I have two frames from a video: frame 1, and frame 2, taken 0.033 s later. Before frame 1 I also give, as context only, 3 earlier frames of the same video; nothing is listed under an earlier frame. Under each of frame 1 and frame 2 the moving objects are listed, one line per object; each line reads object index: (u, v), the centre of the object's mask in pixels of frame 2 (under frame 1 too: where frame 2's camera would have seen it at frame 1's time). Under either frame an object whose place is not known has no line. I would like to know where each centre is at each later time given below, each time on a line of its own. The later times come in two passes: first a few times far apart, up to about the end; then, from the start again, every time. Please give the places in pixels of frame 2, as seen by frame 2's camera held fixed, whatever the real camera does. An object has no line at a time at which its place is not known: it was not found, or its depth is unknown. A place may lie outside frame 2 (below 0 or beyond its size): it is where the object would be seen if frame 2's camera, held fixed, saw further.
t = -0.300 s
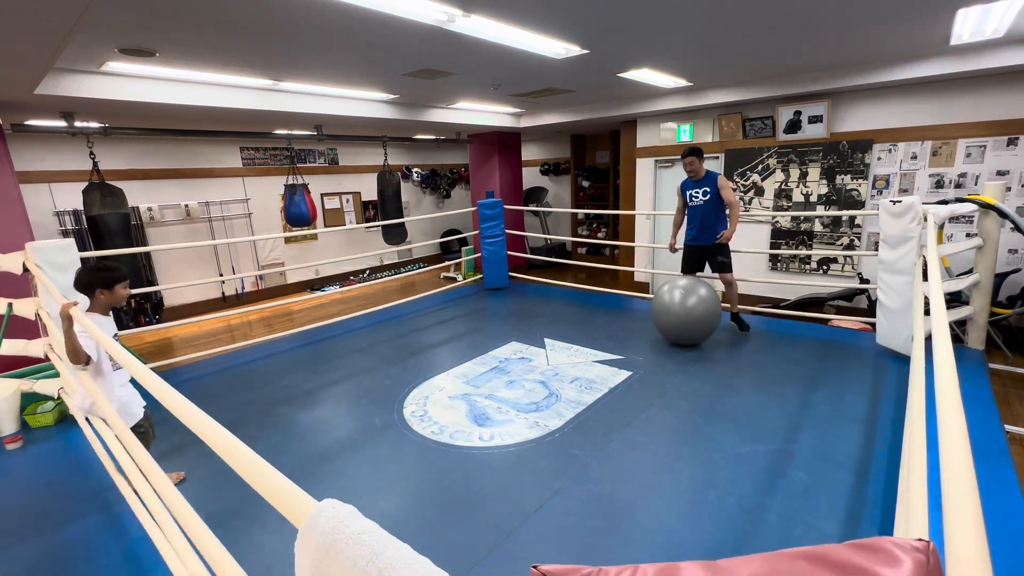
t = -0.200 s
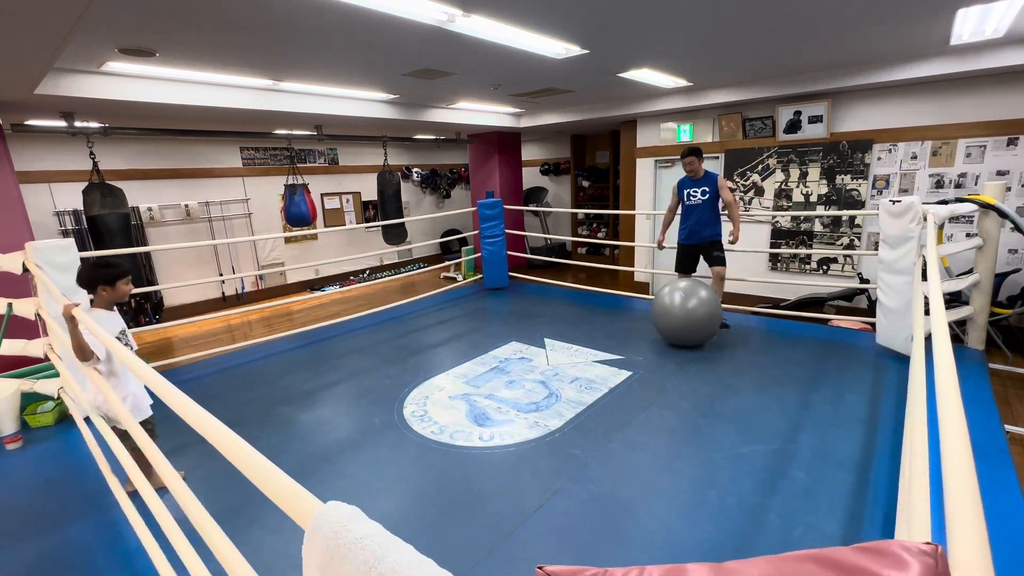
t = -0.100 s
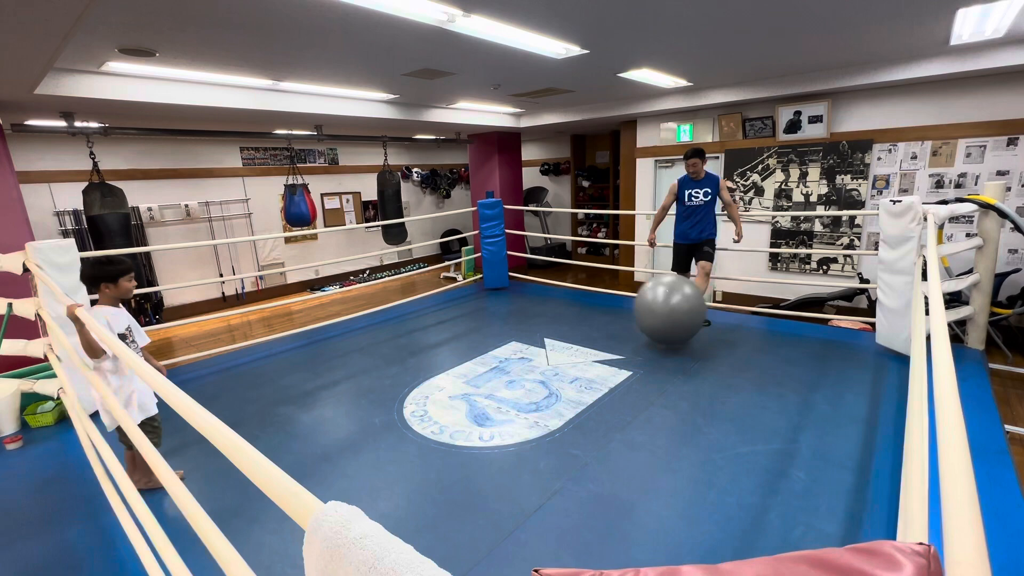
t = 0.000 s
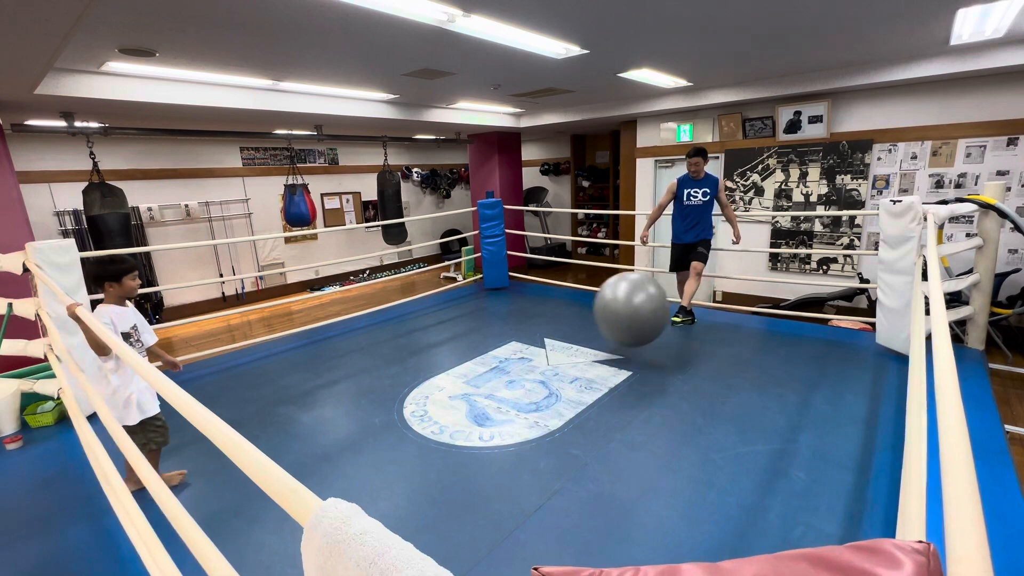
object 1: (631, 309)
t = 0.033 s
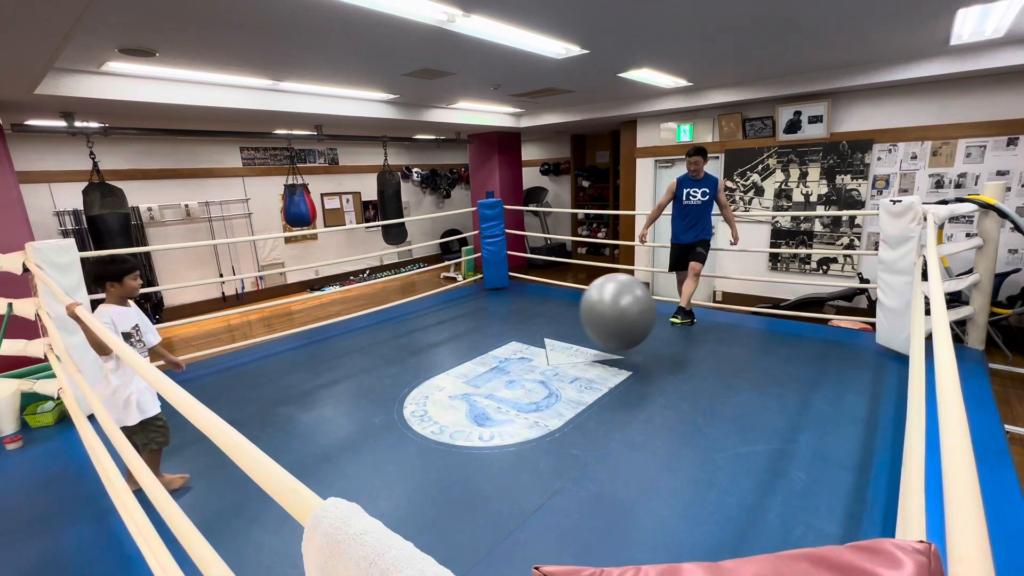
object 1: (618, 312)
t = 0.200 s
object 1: (541, 342)
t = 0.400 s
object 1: (455, 361)
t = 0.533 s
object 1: (398, 371)
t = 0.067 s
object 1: (603, 315)
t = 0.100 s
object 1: (588, 319)
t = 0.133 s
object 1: (573, 325)
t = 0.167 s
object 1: (557, 332)
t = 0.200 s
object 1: (541, 342)
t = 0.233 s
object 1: (524, 353)
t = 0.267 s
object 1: (507, 364)
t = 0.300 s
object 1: (496, 367)
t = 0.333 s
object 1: (483, 363)
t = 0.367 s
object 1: (469, 361)
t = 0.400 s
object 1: (455, 361)
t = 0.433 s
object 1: (441, 361)
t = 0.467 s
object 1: (426, 363)
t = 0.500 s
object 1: (412, 367)
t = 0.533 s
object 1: (398, 371)
